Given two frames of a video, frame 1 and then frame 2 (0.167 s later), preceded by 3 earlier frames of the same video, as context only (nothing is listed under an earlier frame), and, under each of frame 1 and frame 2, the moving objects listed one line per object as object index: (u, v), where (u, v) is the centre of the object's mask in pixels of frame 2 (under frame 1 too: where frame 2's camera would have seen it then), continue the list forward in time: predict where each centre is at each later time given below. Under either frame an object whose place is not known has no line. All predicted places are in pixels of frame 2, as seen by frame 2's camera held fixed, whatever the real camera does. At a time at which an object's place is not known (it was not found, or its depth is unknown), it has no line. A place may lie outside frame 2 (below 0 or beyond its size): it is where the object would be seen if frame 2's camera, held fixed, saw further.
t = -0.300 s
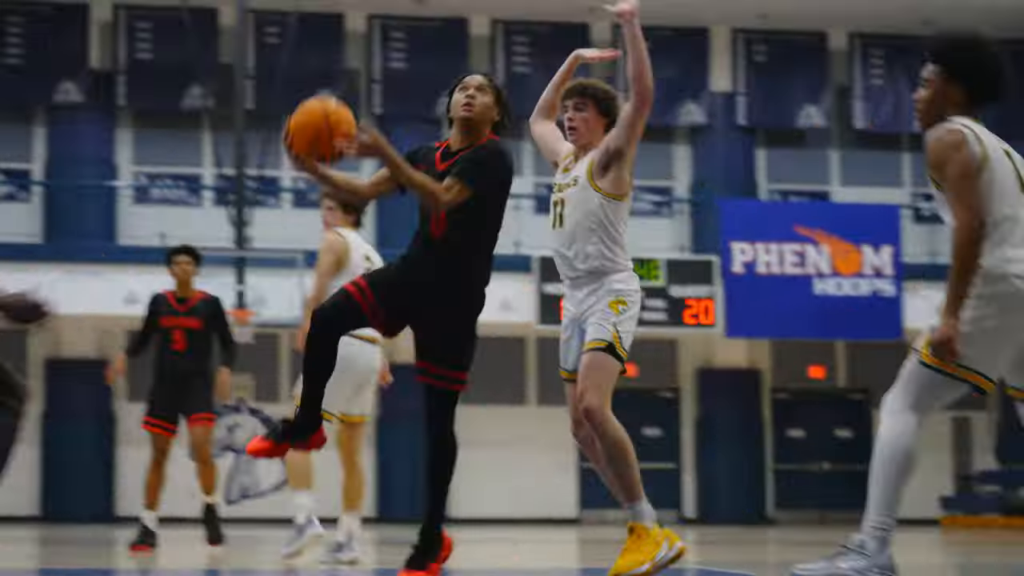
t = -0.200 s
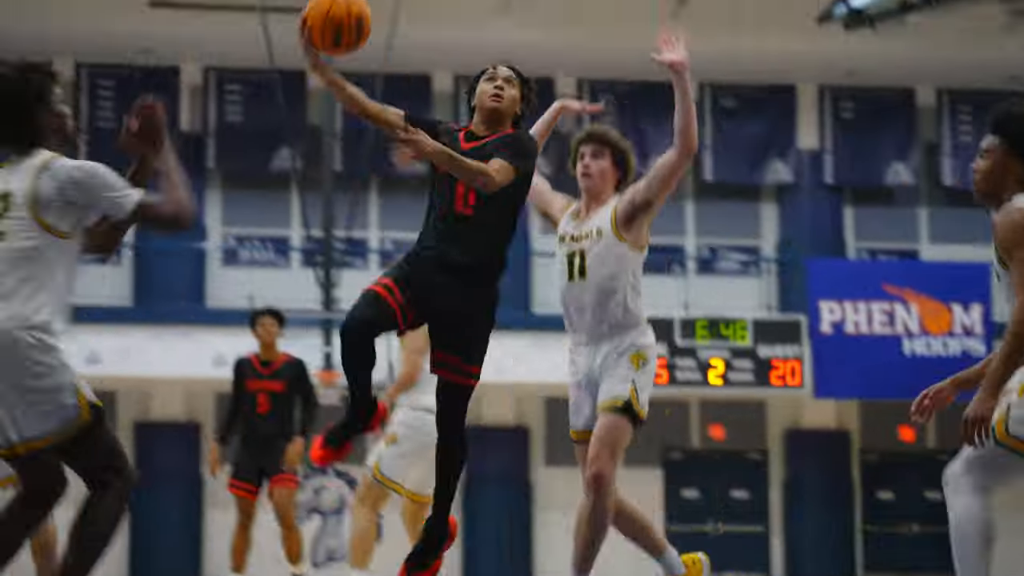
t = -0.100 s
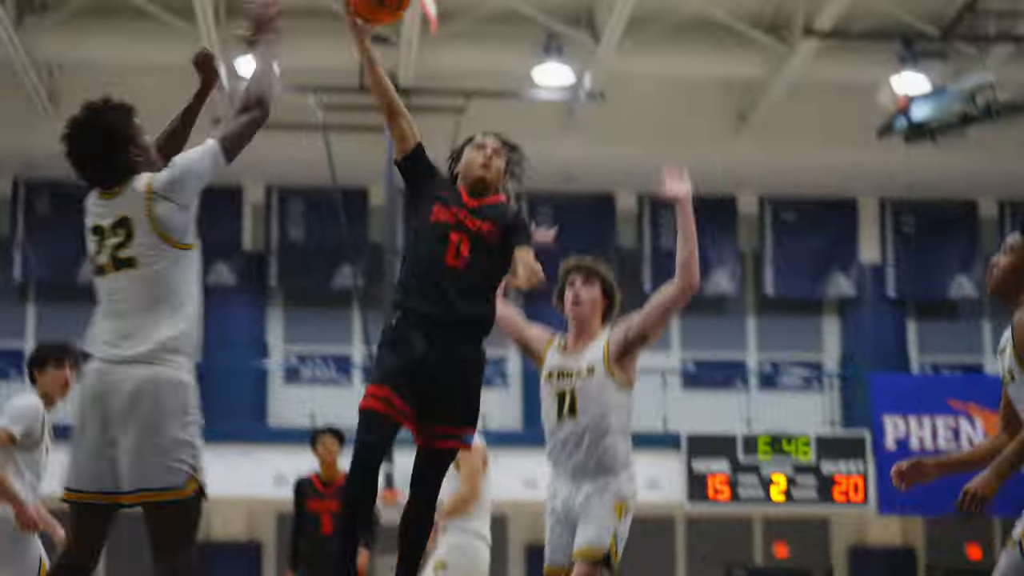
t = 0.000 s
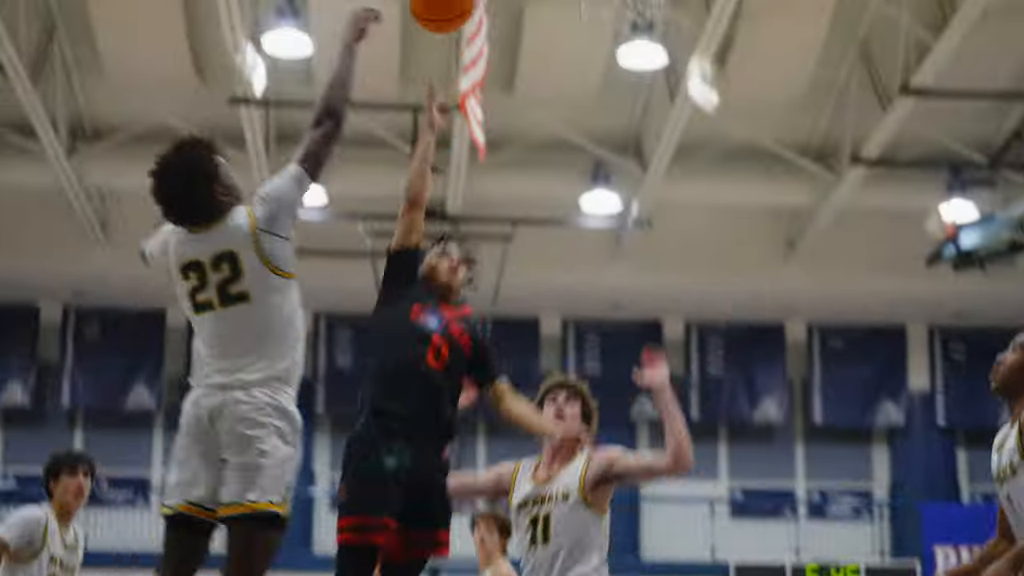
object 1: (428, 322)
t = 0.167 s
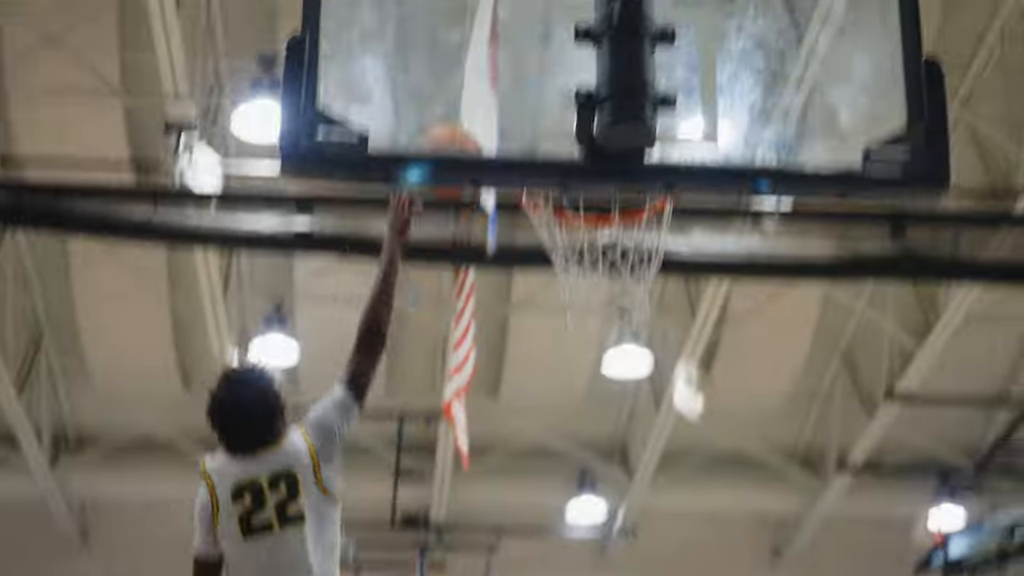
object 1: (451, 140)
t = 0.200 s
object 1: (455, 131)
